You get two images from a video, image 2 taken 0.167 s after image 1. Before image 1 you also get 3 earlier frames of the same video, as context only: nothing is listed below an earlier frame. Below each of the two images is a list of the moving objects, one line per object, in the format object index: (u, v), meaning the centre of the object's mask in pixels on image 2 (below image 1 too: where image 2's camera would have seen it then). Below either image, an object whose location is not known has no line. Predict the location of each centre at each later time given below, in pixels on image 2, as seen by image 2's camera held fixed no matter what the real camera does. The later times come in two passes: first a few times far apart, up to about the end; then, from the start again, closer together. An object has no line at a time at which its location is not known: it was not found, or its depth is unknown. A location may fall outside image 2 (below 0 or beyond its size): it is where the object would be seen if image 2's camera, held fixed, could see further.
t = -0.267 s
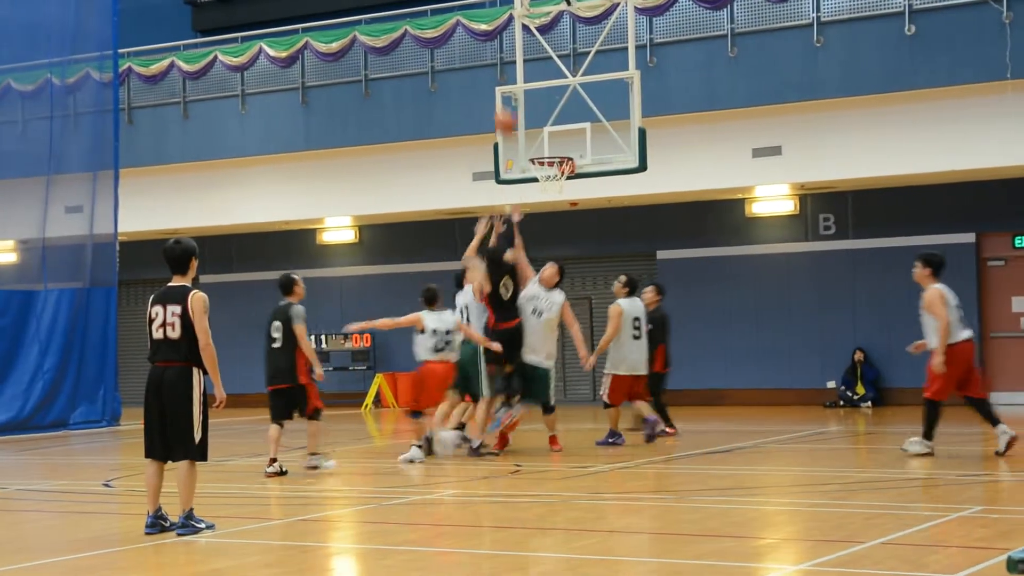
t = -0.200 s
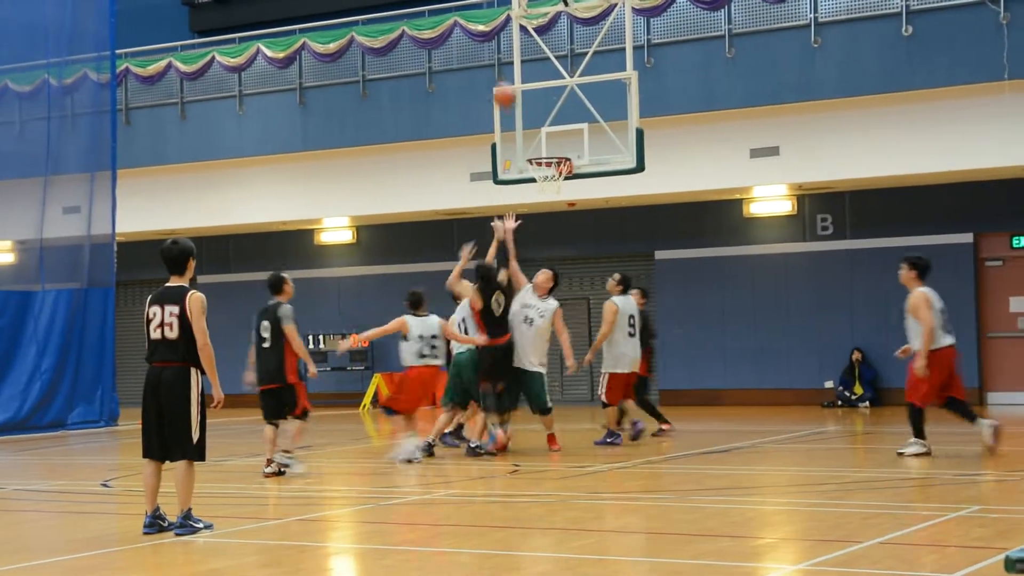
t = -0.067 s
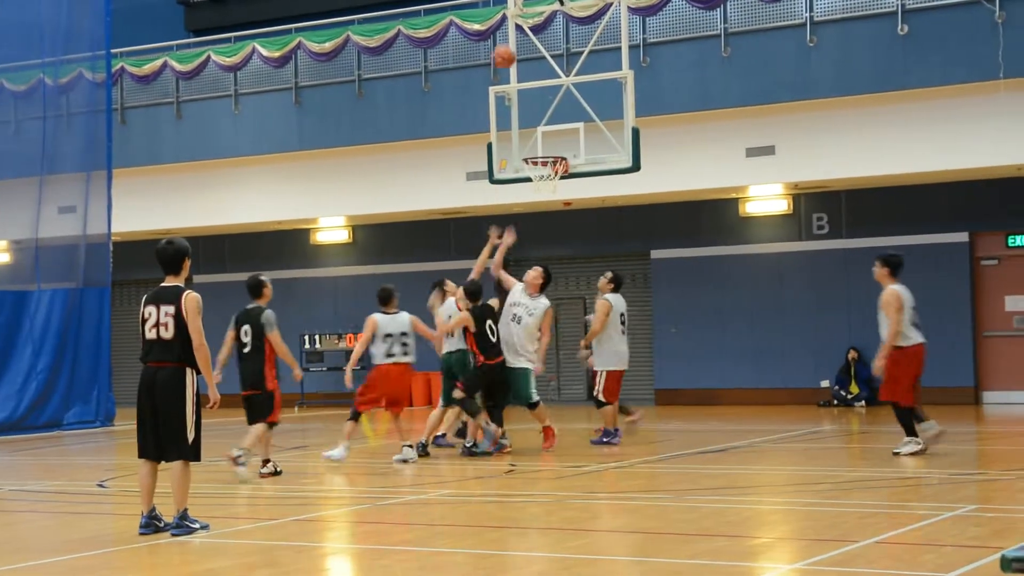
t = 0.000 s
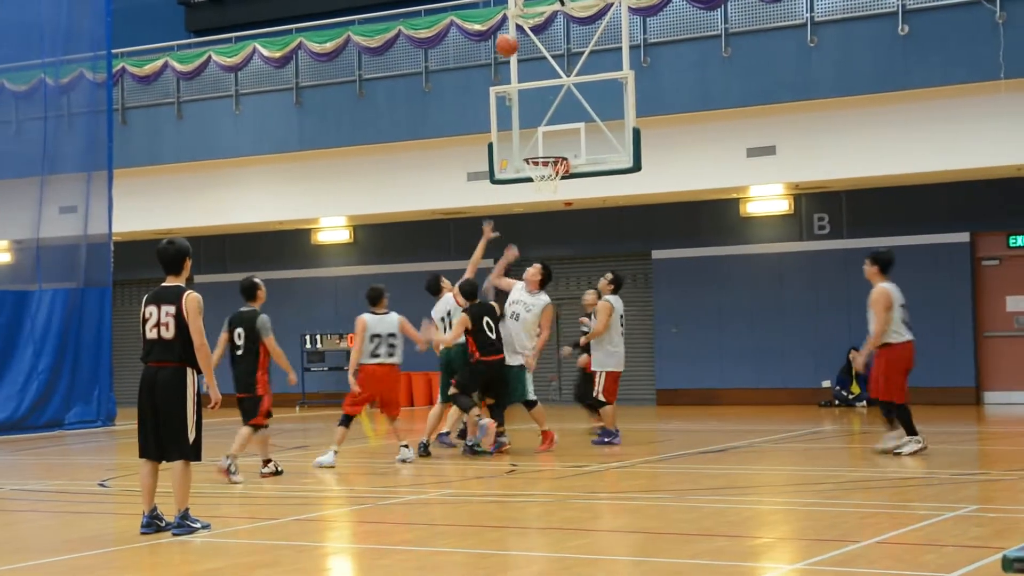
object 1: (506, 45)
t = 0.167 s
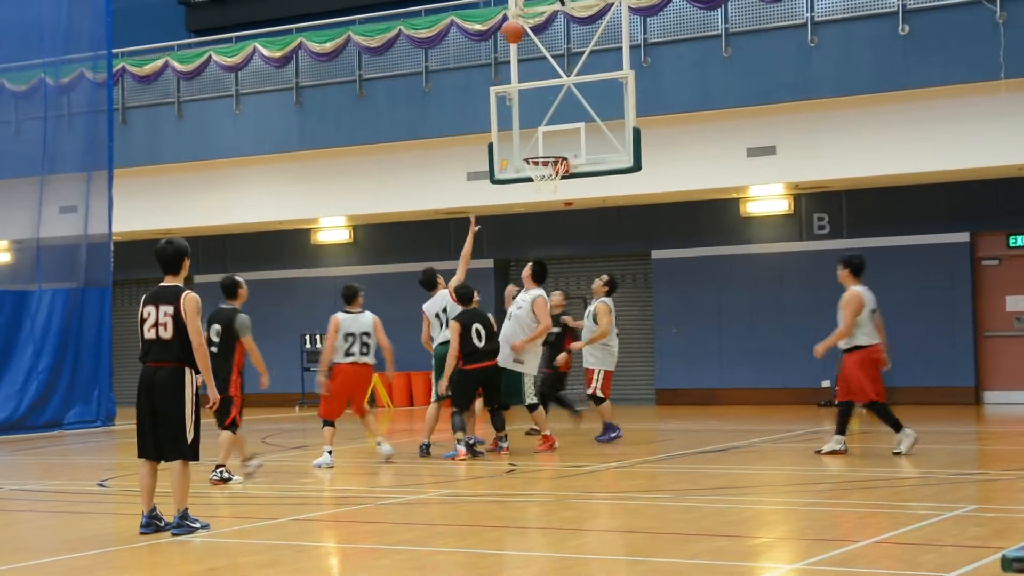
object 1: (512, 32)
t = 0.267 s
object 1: (517, 36)
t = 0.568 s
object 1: (530, 102)
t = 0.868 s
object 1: (513, 117)
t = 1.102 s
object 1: (489, 124)
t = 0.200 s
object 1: (513, 32)
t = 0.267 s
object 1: (517, 36)
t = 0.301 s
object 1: (518, 39)
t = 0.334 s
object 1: (519, 43)
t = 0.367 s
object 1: (520, 49)
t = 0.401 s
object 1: (521, 56)
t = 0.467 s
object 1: (525, 71)
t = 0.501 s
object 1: (527, 80)
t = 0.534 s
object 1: (528, 90)
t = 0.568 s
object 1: (530, 102)
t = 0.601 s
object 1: (531, 114)
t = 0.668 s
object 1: (533, 143)
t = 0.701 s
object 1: (532, 143)
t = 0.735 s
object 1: (528, 135)
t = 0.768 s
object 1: (525, 130)
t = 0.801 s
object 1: (521, 125)
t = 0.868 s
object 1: (513, 117)
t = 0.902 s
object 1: (511, 115)
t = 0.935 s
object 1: (507, 114)
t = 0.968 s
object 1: (504, 114)
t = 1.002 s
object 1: (501, 115)
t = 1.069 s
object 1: (493, 120)
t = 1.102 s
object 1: (489, 124)
